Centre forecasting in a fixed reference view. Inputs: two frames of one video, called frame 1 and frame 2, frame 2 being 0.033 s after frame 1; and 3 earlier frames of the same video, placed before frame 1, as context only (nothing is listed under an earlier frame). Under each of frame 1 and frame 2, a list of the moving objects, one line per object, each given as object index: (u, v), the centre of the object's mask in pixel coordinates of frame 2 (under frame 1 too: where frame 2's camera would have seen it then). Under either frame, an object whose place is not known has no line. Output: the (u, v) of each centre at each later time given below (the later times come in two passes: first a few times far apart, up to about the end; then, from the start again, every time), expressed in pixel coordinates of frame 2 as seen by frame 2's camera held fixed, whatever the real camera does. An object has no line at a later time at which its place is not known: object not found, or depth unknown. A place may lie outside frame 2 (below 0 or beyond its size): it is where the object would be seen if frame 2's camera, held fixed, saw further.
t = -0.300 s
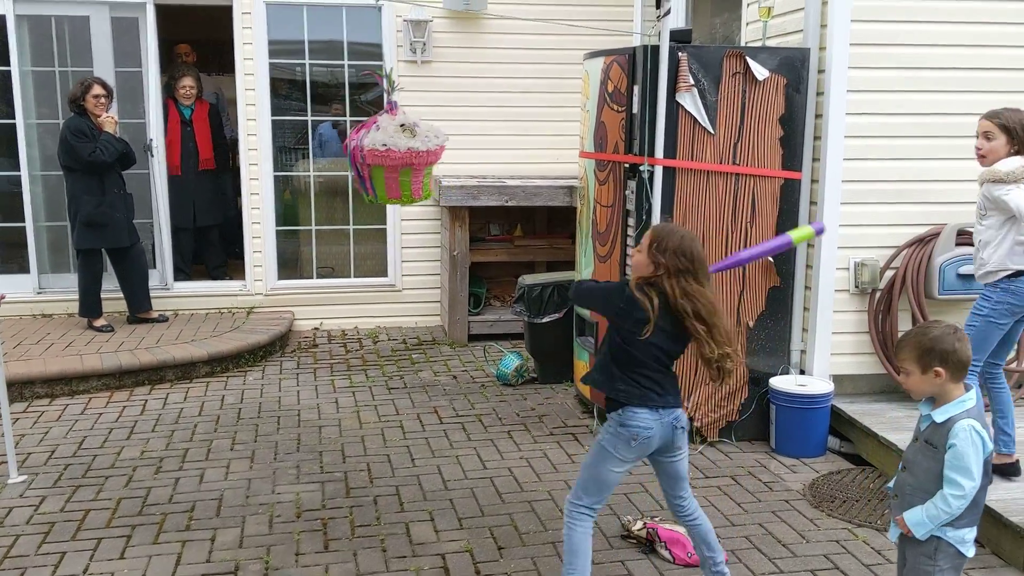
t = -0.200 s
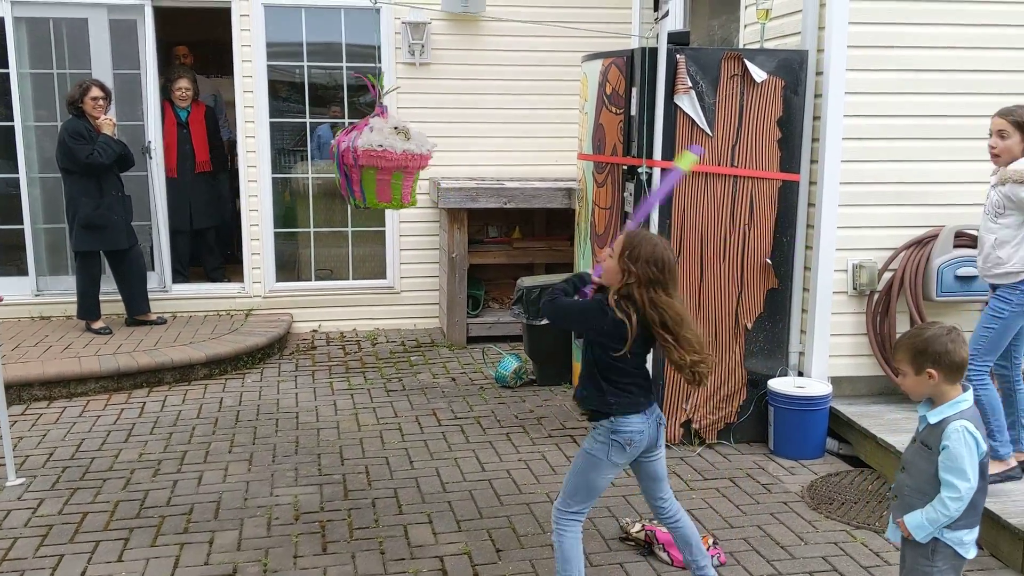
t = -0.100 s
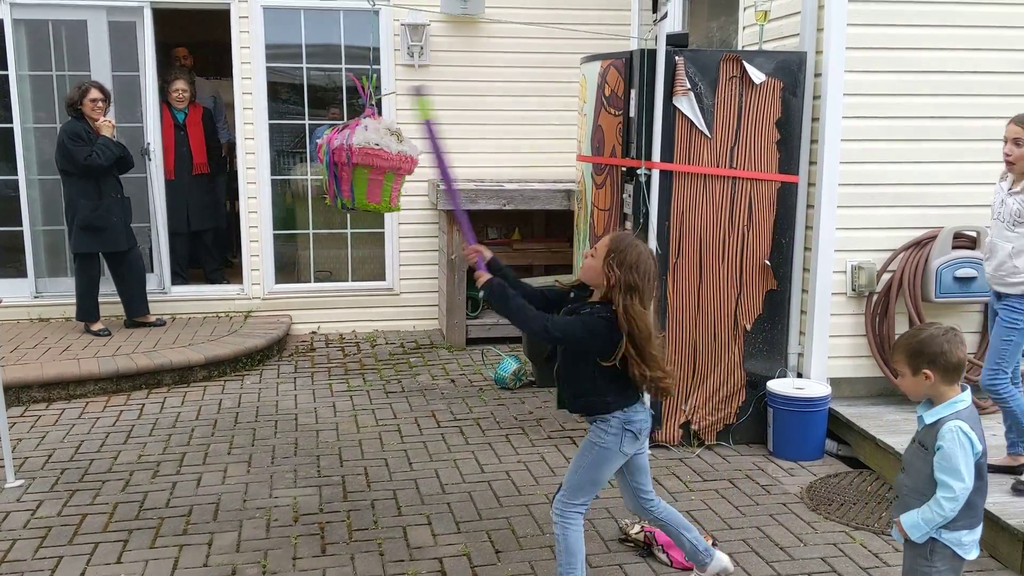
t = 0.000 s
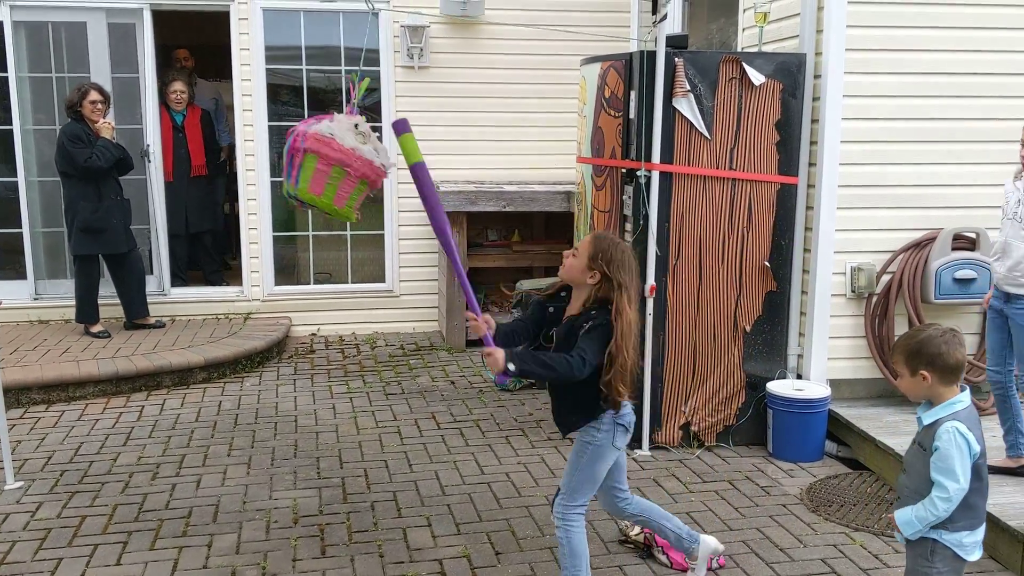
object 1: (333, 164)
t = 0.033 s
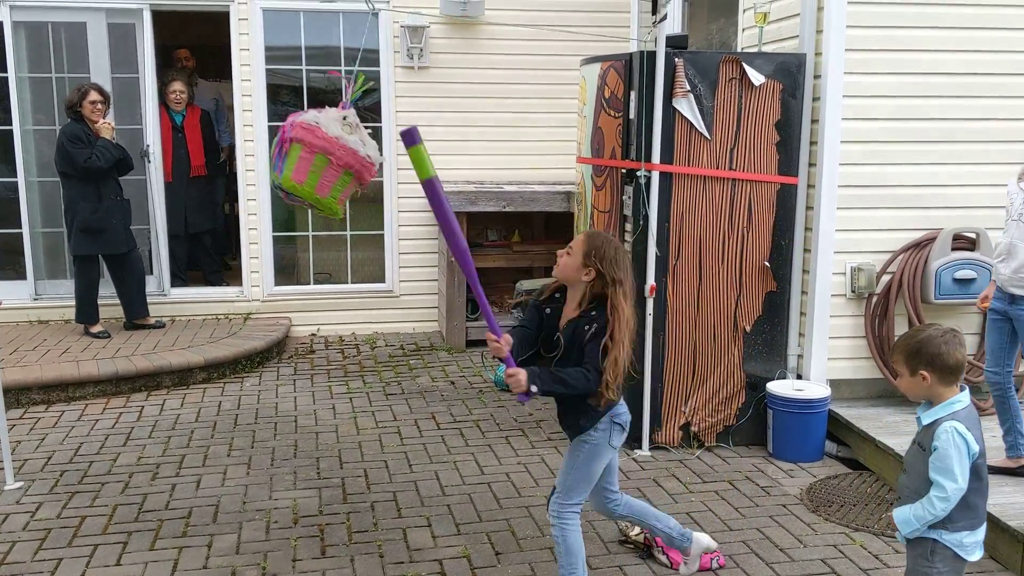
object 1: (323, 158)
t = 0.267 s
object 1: (297, 120)
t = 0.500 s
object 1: (330, 152)
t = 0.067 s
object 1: (315, 153)
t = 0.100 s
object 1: (310, 144)
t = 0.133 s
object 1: (304, 137)
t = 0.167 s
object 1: (300, 130)
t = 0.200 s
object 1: (297, 125)
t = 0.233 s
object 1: (296, 121)
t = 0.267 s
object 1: (297, 120)
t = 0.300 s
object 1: (298, 120)
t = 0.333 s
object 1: (300, 121)
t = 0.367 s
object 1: (302, 127)
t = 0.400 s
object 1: (307, 133)
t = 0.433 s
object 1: (313, 139)
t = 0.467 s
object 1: (321, 146)
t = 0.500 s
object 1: (330, 152)
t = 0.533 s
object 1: (340, 158)
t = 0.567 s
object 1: (352, 163)
